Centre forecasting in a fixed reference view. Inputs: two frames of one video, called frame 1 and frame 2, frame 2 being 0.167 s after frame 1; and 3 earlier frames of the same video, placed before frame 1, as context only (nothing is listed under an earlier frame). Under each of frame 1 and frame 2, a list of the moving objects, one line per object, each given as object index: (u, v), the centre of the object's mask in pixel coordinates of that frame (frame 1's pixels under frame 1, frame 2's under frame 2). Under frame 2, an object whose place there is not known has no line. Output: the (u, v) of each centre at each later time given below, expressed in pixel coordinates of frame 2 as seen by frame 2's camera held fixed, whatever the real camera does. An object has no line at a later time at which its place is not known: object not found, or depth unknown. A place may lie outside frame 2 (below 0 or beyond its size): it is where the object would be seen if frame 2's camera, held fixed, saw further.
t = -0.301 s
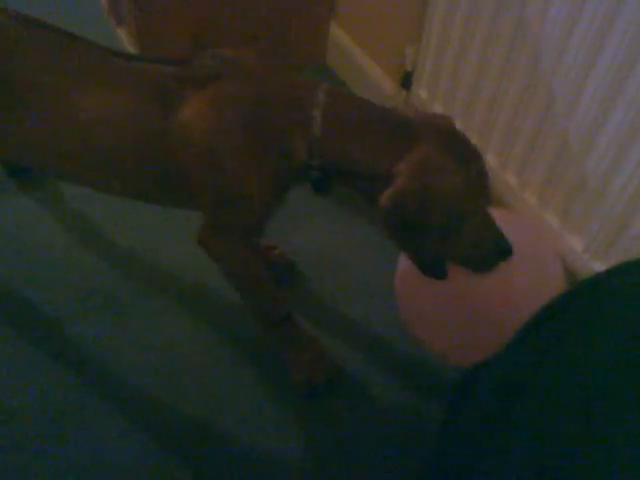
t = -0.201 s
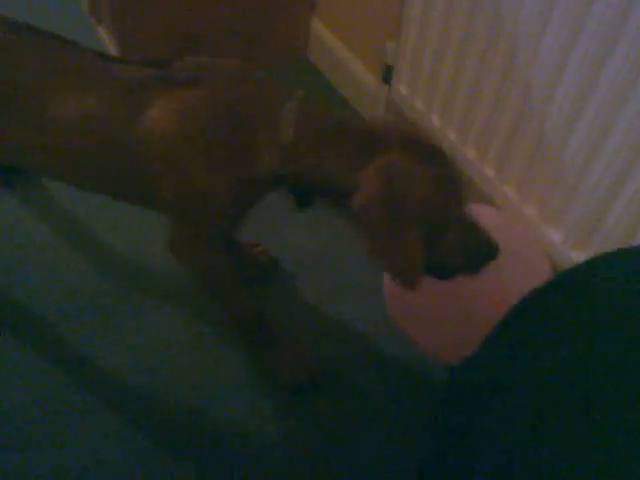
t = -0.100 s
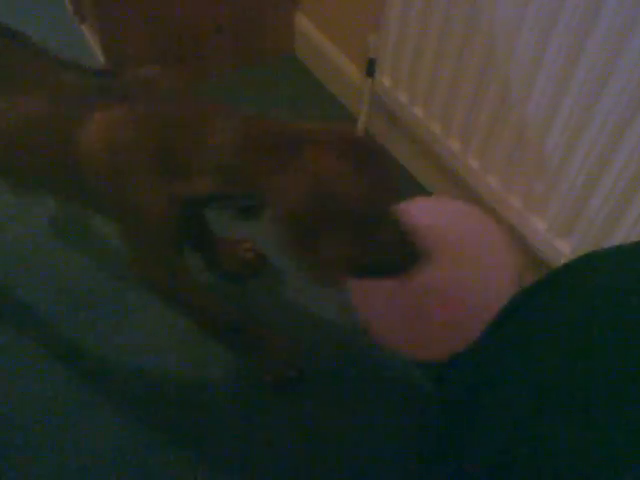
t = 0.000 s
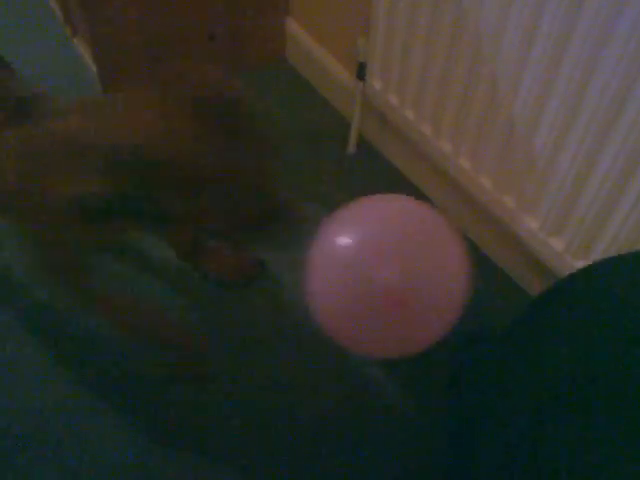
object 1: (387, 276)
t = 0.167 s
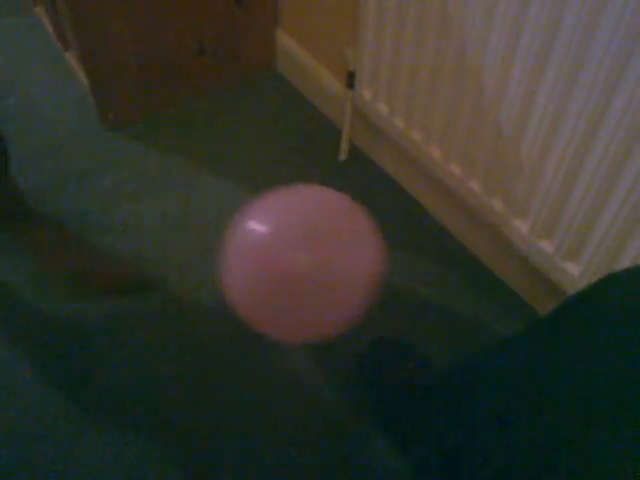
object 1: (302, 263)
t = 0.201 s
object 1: (287, 260)
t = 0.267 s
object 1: (252, 251)
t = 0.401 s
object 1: (201, 242)
